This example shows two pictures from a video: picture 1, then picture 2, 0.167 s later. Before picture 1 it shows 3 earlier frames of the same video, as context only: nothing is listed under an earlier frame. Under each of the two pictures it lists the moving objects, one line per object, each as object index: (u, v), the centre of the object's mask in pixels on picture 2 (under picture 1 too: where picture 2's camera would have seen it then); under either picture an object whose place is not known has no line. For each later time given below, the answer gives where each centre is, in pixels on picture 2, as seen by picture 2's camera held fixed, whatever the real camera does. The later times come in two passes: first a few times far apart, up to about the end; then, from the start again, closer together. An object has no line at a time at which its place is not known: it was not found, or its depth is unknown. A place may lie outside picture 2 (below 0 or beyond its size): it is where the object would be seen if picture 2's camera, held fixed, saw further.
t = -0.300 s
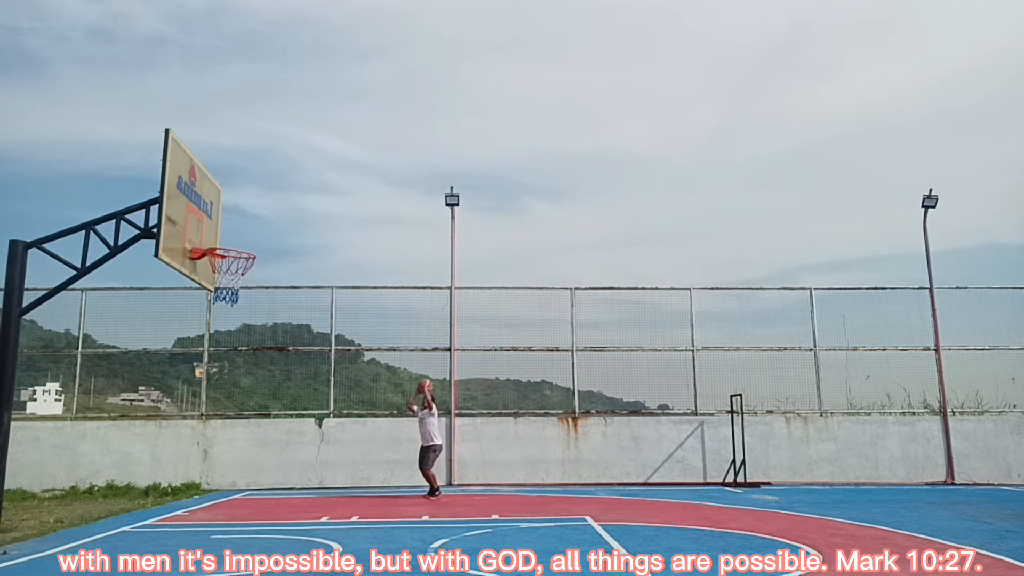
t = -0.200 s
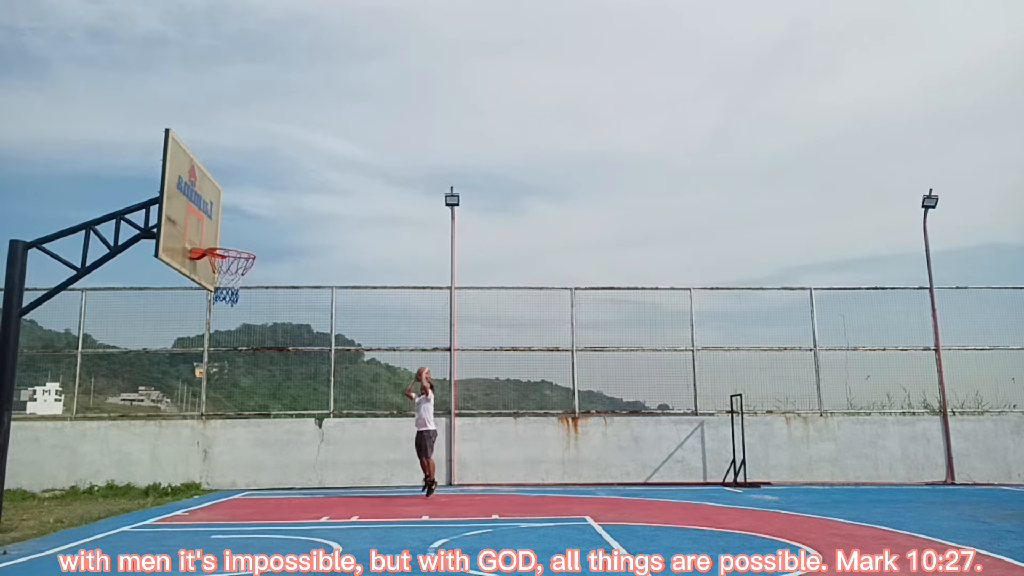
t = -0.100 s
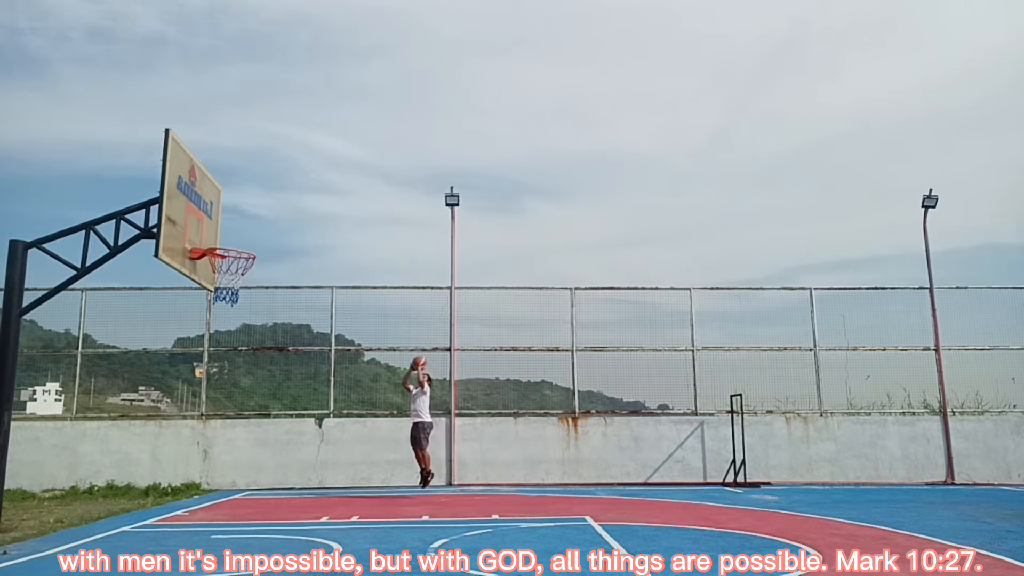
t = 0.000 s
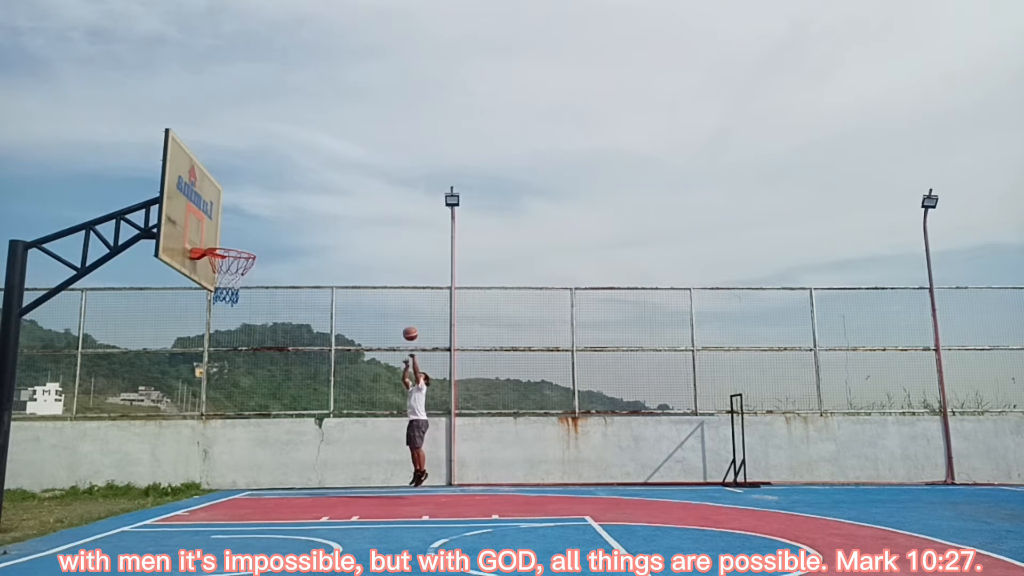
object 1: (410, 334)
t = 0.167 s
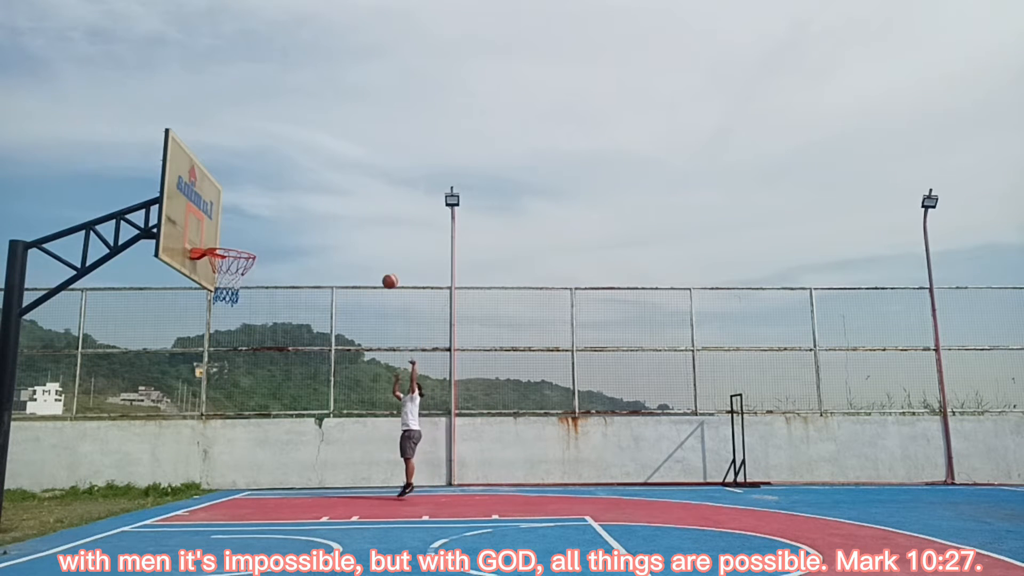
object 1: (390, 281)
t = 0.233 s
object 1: (381, 264)
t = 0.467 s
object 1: (345, 219)
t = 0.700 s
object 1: (301, 208)
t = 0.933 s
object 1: (242, 240)
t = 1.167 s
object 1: (213, 271)
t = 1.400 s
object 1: (215, 314)
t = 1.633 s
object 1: (214, 417)
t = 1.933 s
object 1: (218, 489)
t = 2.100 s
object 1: (231, 423)
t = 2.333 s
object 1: (246, 381)
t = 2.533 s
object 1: (255, 389)
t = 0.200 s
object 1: (386, 272)
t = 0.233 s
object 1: (381, 264)
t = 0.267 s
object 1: (376, 255)
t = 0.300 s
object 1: (372, 248)
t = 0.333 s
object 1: (367, 241)
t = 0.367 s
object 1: (362, 235)
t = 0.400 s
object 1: (356, 229)
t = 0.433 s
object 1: (351, 224)
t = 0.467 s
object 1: (345, 219)
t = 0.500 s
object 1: (340, 215)
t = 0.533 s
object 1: (334, 212)
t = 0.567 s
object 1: (328, 210)
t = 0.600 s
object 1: (321, 208)
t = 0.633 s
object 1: (315, 207)
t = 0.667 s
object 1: (308, 207)
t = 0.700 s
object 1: (301, 208)
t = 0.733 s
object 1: (293, 209)
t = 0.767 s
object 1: (286, 212)
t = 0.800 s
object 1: (278, 215)
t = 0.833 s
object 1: (269, 220)
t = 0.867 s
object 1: (261, 226)
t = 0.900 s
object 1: (251, 233)
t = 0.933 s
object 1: (242, 240)
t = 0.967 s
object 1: (232, 250)
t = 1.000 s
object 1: (222, 259)
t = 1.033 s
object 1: (214, 266)
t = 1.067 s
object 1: (212, 269)
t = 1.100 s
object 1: (212, 268)
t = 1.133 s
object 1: (211, 270)
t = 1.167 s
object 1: (213, 271)
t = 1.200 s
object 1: (214, 274)
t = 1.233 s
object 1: (214, 278)
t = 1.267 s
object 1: (214, 283)
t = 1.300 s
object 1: (215, 289)
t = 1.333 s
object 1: (215, 296)
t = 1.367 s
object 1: (215, 304)
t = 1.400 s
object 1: (215, 314)
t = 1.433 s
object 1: (215, 325)
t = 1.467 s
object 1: (216, 336)
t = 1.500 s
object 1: (216, 349)
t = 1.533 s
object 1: (216, 364)
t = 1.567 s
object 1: (216, 380)
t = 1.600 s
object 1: (215, 398)
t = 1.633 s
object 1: (214, 417)
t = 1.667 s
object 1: (213, 437)
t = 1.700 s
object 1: (212, 459)
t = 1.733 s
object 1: (211, 482)
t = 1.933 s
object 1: (218, 489)
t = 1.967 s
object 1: (221, 474)
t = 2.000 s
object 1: (223, 459)
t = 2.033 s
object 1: (226, 446)
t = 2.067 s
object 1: (228, 434)
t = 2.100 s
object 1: (231, 423)
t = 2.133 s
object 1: (233, 414)
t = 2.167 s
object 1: (235, 405)
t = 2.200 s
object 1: (238, 398)
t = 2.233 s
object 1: (240, 392)
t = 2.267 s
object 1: (242, 387)
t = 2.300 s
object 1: (244, 383)
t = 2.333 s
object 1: (246, 381)
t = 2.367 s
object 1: (247, 379)
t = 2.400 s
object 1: (249, 379)
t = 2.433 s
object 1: (250, 380)
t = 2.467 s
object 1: (252, 382)
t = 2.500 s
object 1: (254, 385)
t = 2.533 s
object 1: (255, 389)
